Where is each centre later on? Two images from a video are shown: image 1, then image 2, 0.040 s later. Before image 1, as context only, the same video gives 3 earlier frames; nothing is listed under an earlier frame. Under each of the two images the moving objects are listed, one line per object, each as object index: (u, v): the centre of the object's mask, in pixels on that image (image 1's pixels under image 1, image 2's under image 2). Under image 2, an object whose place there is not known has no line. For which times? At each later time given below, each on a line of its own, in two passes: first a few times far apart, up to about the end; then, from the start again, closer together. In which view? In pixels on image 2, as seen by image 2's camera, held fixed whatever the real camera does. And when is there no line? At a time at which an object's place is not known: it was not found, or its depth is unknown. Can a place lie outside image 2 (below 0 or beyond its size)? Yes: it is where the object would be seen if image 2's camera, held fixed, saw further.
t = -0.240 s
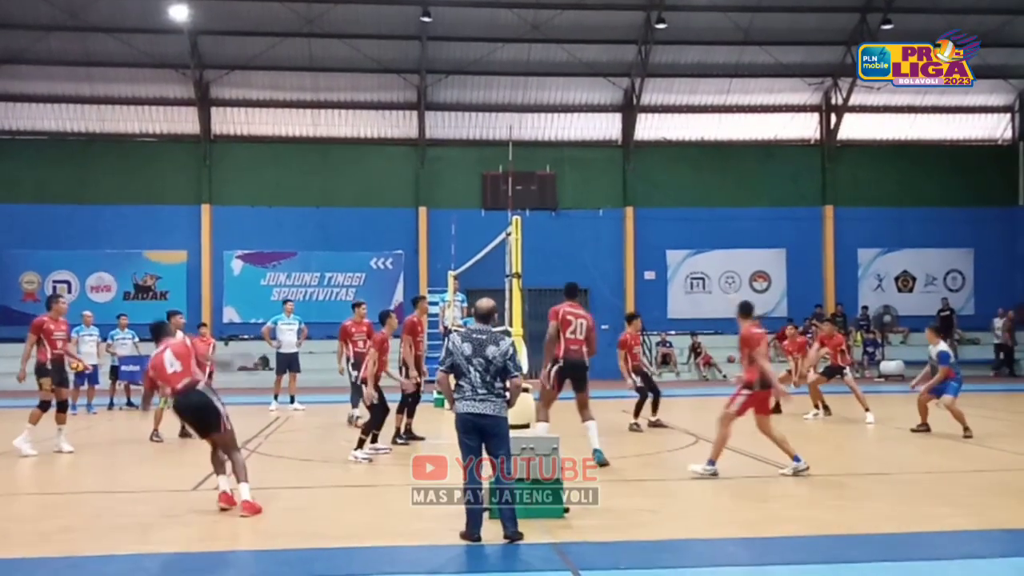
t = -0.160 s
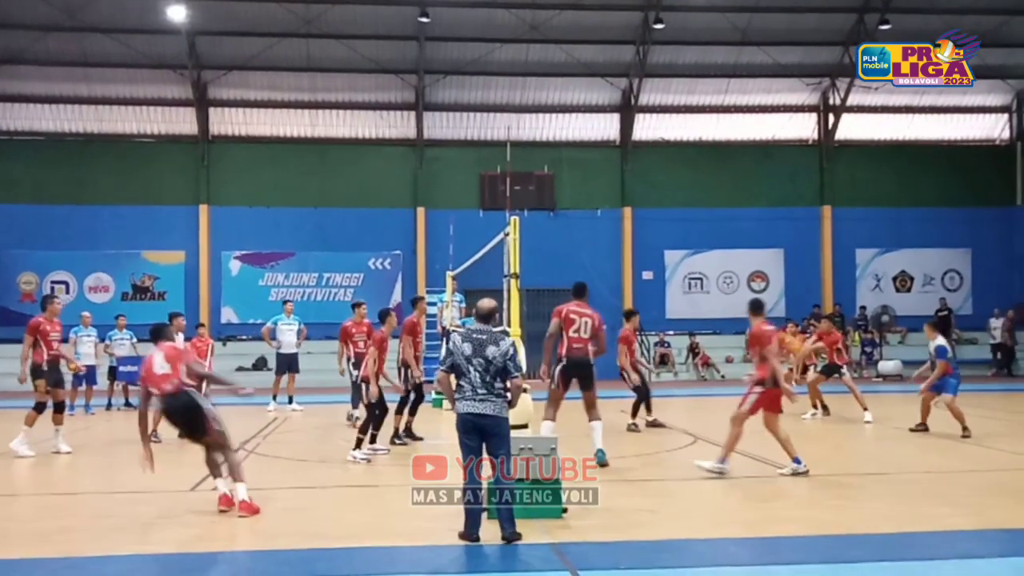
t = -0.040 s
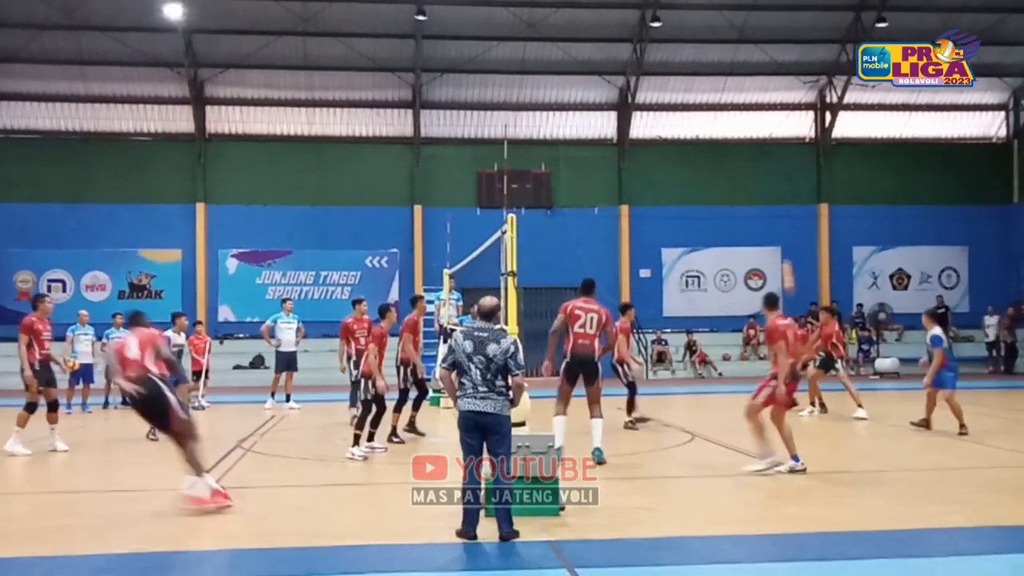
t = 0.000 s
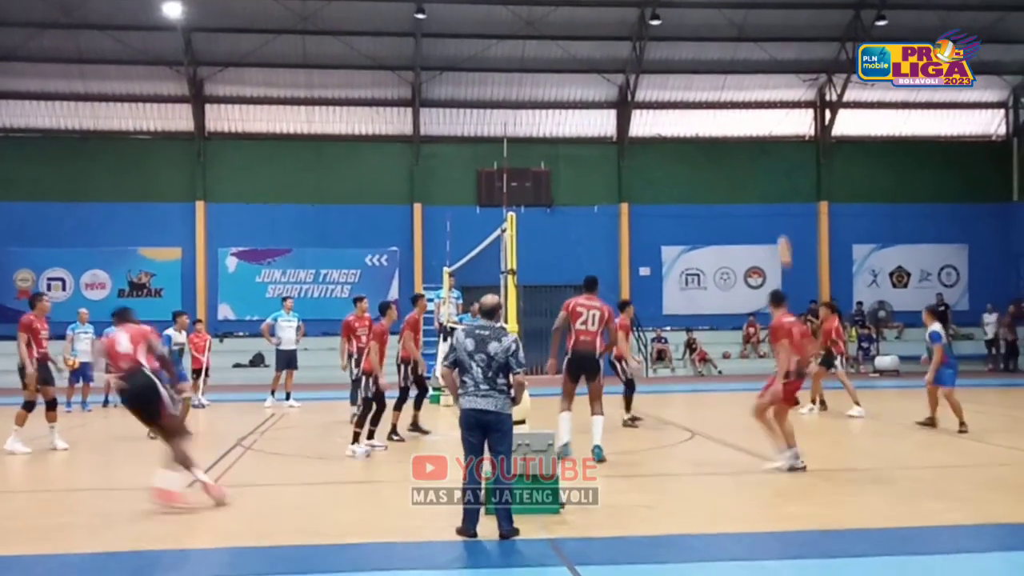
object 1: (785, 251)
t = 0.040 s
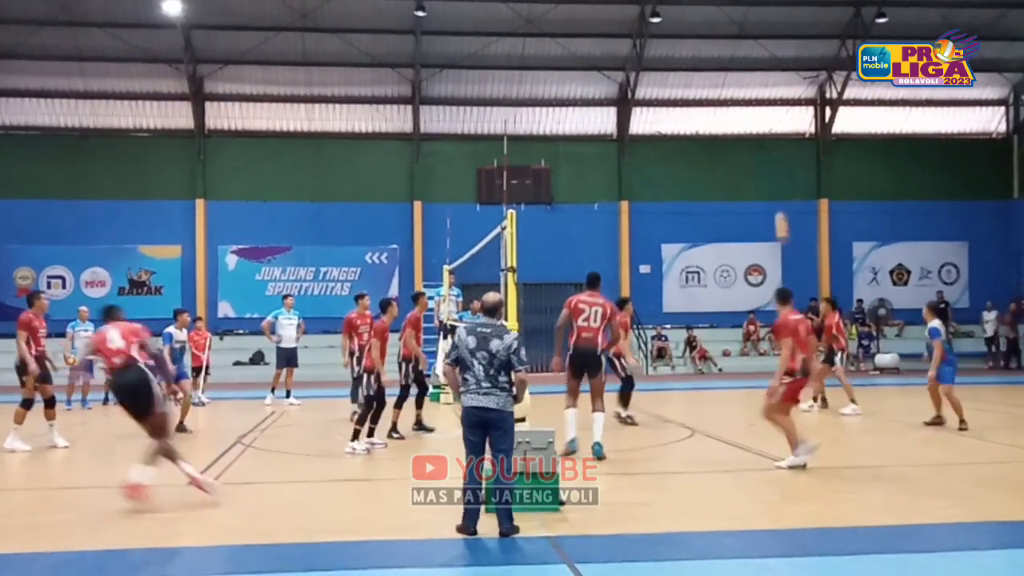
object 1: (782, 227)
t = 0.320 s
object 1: (764, 104)
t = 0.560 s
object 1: (753, 43)
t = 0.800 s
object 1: (743, 19)
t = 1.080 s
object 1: (733, 33)
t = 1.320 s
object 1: (724, 82)
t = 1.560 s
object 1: (713, 166)
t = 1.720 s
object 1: (706, 235)
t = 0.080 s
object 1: (779, 206)
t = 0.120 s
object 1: (776, 187)
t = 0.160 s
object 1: (774, 170)
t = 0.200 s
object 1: (771, 152)
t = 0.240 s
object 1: (769, 140)
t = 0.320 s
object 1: (764, 104)
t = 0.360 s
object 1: (762, 93)
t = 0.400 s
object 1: (760, 78)
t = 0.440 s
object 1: (758, 68)
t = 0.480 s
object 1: (758, 60)
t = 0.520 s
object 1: (755, 51)
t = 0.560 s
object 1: (753, 43)
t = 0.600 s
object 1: (752, 36)
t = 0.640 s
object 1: (750, 31)
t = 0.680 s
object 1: (748, 27)
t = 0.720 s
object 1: (746, 23)
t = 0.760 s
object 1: (745, 20)
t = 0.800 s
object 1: (743, 19)
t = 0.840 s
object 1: (741, 18)
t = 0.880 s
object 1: (740, 18)
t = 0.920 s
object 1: (739, 20)
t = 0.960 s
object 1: (737, 21)
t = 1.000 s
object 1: (736, 24)
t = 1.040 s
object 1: (734, 29)
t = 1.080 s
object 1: (733, 33)
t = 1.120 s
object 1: (731, 38)
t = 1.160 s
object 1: (729, 46)
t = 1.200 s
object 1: (728, 55)
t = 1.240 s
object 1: (726, 62)
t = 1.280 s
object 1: (724, 70)
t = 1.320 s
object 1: (724, 82)
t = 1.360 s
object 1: (722, 97)
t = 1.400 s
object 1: (720, 105)
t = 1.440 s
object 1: (719, 120)
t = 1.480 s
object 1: (716, 140)
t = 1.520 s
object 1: (715, 150)
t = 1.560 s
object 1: (713, 166)
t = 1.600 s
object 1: (712, 183)
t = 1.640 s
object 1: (710, 199)
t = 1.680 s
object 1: (708, 217)
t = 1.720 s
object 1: (706, 235)
